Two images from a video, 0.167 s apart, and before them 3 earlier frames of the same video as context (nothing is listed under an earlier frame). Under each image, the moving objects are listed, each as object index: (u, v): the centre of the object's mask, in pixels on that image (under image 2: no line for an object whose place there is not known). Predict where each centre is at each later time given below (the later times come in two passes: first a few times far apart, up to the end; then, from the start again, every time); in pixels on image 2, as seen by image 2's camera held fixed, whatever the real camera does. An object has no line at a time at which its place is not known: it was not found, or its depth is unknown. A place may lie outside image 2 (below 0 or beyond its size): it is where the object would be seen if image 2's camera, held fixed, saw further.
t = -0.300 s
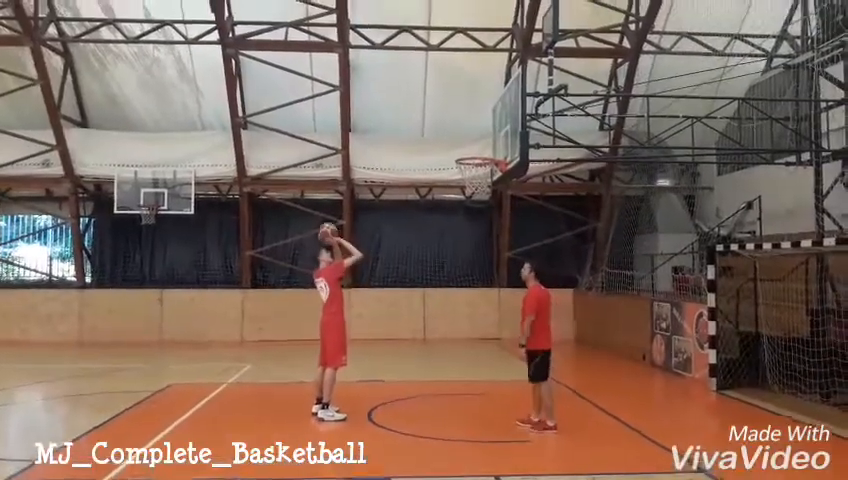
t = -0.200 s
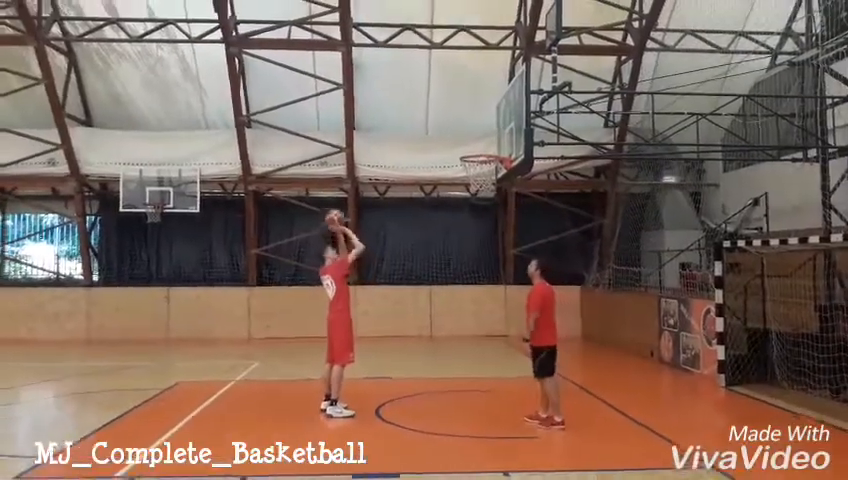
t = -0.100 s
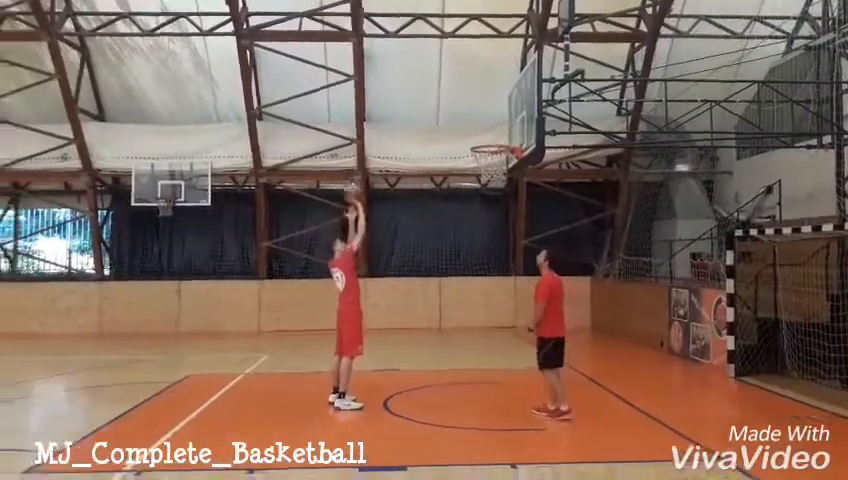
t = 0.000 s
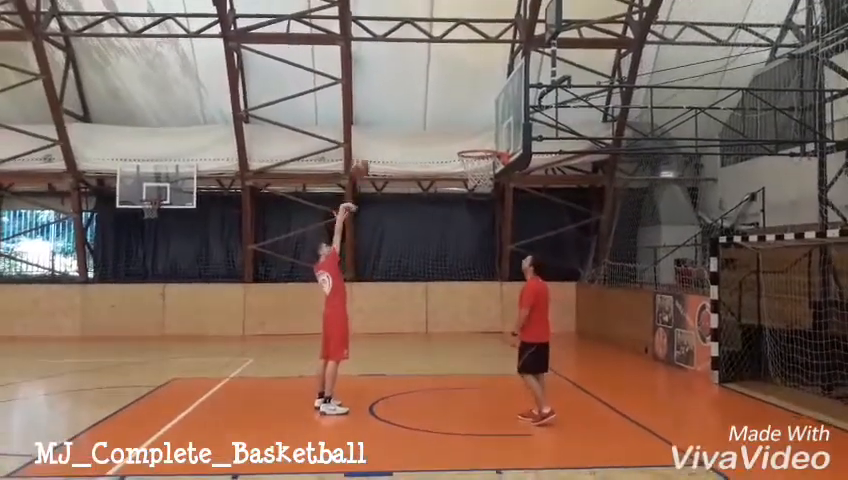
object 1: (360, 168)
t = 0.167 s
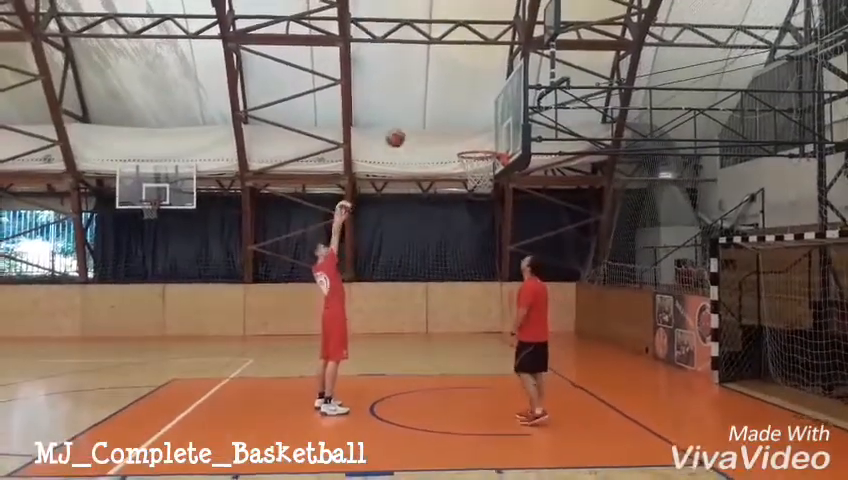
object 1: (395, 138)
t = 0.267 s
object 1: (417, 130)
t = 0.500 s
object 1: (467, 142)
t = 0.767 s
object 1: (490, 197)
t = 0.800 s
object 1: (491, 206)
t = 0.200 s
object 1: (403, 134)
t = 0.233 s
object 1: (410, 132)
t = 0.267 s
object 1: (417, 130)
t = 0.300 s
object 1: (424, 128)
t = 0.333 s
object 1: (430, 128)
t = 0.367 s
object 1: (438, 129)
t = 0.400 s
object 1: (445, 130)
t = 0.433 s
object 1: (452, 133)
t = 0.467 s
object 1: (459, 136)
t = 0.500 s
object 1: (467, 142)
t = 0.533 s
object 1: (474, 146)
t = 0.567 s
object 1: (482, 153)
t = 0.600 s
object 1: (486, 163)
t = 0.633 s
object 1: (489, 167)
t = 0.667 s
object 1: (489, 175)
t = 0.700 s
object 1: (491, 179)
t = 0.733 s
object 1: (489, 184)
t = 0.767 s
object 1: (490, 197)
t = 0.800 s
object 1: (491, 206)
